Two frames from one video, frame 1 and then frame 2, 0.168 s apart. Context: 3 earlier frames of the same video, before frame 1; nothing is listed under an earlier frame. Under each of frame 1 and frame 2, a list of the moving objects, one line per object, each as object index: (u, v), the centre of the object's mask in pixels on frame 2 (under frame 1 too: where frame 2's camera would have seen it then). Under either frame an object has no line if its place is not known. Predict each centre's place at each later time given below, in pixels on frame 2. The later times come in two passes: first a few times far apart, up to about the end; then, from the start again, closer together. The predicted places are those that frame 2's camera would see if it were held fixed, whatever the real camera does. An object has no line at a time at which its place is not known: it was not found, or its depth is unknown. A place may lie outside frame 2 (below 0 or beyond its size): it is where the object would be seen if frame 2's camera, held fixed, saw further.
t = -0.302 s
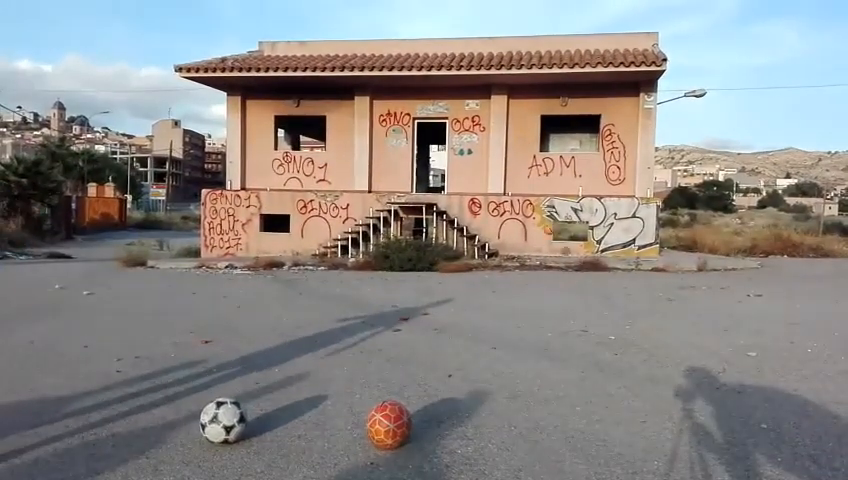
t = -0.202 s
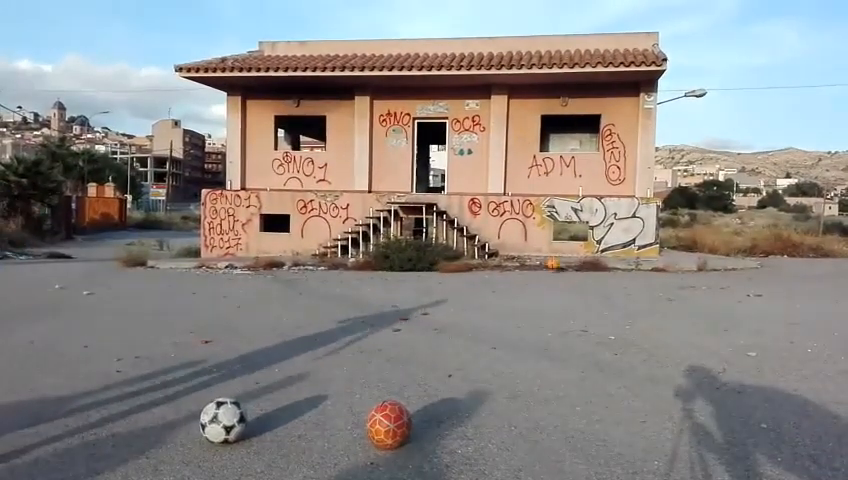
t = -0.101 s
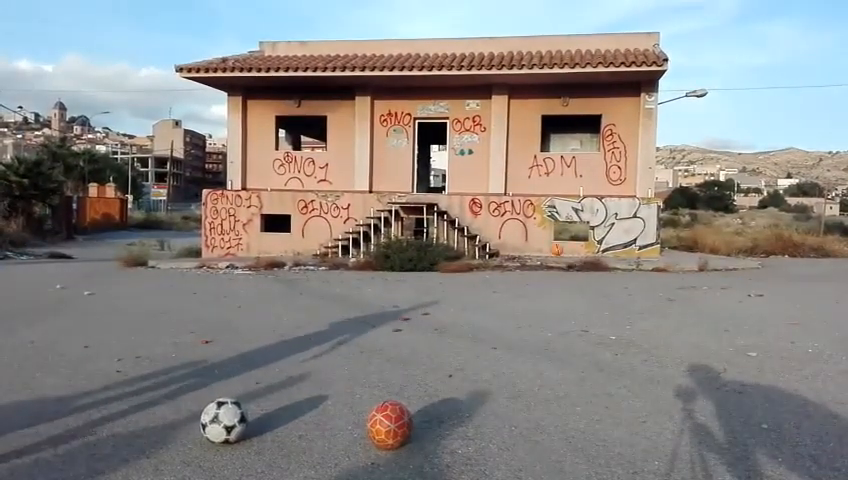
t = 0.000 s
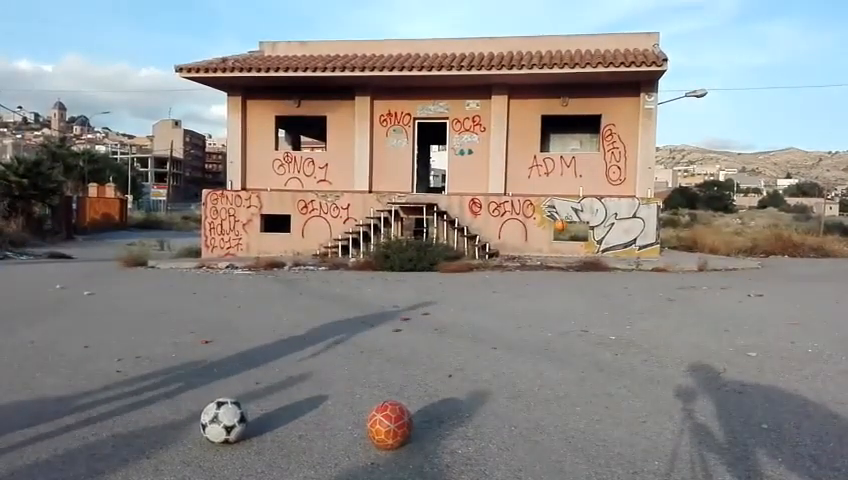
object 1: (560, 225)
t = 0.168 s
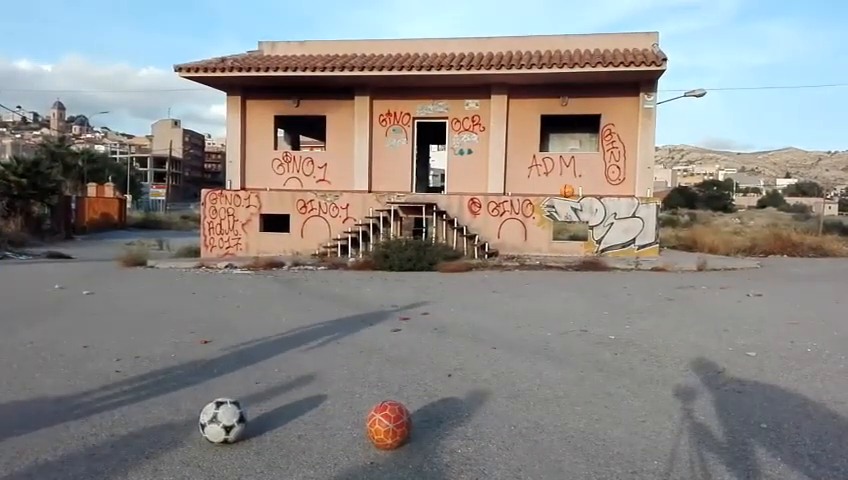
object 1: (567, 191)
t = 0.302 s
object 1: (573, 175)
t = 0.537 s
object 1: (587, 178)
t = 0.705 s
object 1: (598, 215)
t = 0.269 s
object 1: (571, 178)
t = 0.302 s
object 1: (573, 175)
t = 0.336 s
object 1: (575, 172)
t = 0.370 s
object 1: (576, 171)
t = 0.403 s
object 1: (578, 170)
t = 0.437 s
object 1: (580, 170)
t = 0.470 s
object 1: (583, 172)
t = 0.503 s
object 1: (586, 175)
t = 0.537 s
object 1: (587, 178)
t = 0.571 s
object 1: (589, 182)
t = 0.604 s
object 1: (592, 188)
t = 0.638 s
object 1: (594, 197)
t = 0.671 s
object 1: (597, 205)
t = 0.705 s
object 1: (598, 215)
